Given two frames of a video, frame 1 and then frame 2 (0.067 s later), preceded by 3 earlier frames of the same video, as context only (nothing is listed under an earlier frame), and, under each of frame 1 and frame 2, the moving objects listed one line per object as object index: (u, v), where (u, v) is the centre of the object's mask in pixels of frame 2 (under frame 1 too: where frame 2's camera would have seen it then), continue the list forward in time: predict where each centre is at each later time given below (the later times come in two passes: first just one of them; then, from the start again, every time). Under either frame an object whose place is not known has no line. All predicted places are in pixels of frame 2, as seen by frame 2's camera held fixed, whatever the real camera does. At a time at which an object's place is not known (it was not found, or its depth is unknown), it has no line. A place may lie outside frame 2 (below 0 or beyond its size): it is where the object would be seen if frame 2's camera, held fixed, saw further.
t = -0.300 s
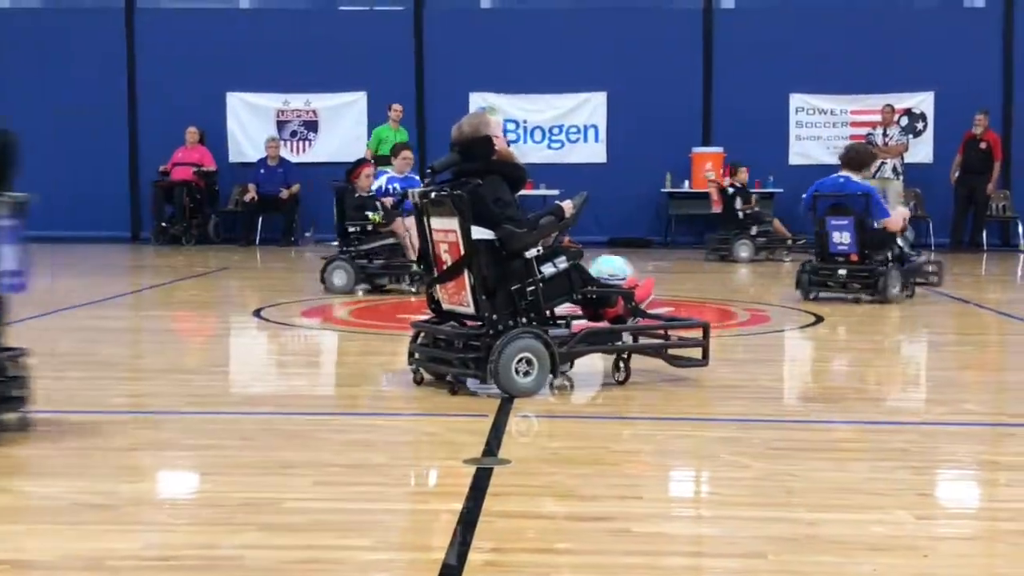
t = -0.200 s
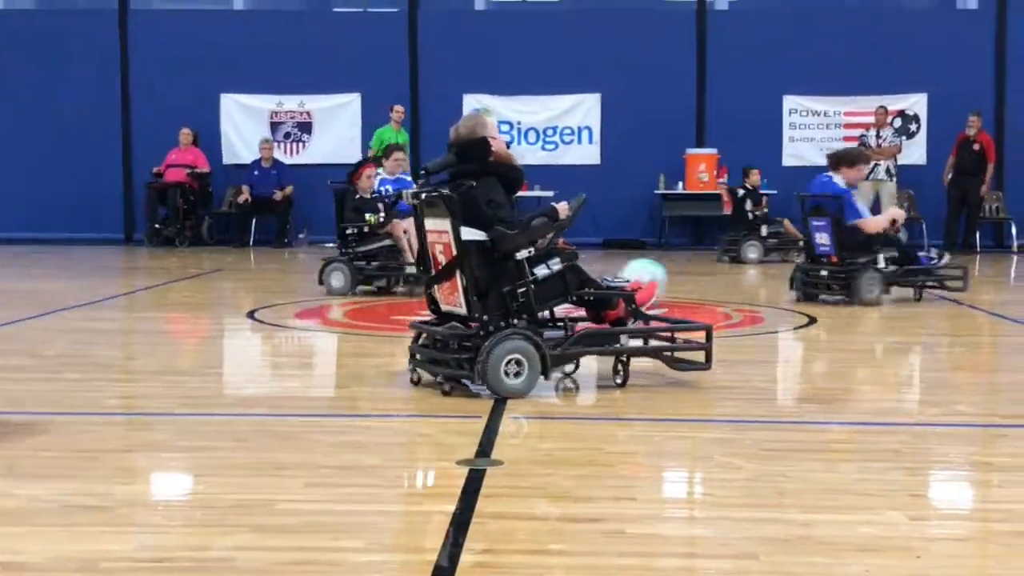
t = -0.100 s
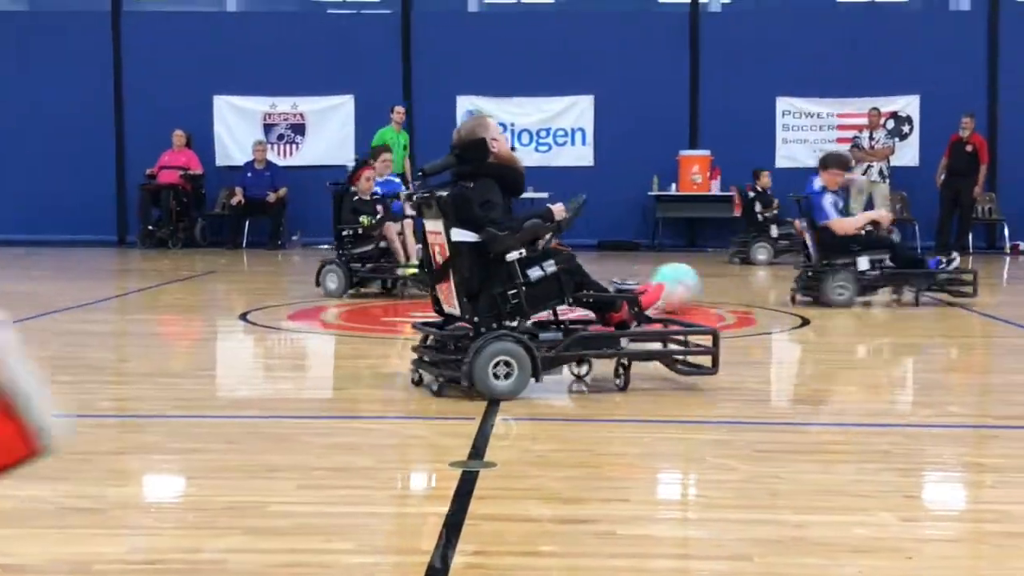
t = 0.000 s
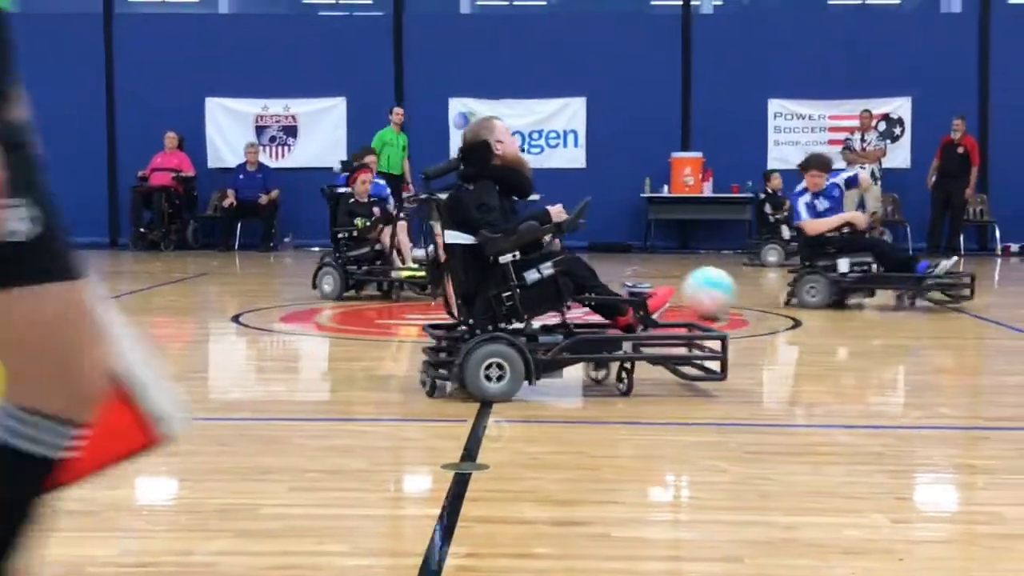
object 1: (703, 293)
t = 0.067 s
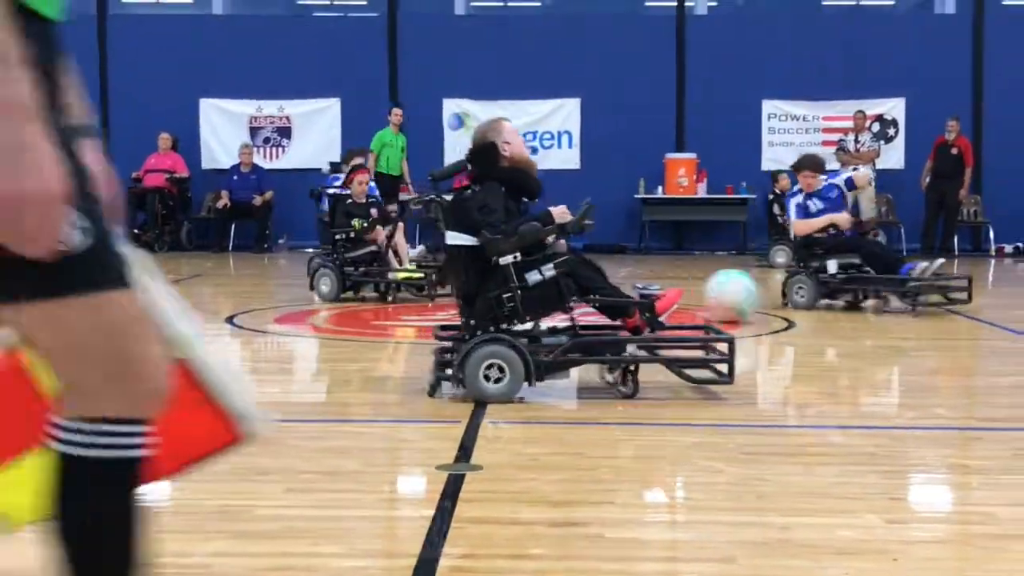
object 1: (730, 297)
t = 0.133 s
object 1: (758, 296)
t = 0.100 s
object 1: (743, 297)
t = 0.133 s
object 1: (758, 296)
